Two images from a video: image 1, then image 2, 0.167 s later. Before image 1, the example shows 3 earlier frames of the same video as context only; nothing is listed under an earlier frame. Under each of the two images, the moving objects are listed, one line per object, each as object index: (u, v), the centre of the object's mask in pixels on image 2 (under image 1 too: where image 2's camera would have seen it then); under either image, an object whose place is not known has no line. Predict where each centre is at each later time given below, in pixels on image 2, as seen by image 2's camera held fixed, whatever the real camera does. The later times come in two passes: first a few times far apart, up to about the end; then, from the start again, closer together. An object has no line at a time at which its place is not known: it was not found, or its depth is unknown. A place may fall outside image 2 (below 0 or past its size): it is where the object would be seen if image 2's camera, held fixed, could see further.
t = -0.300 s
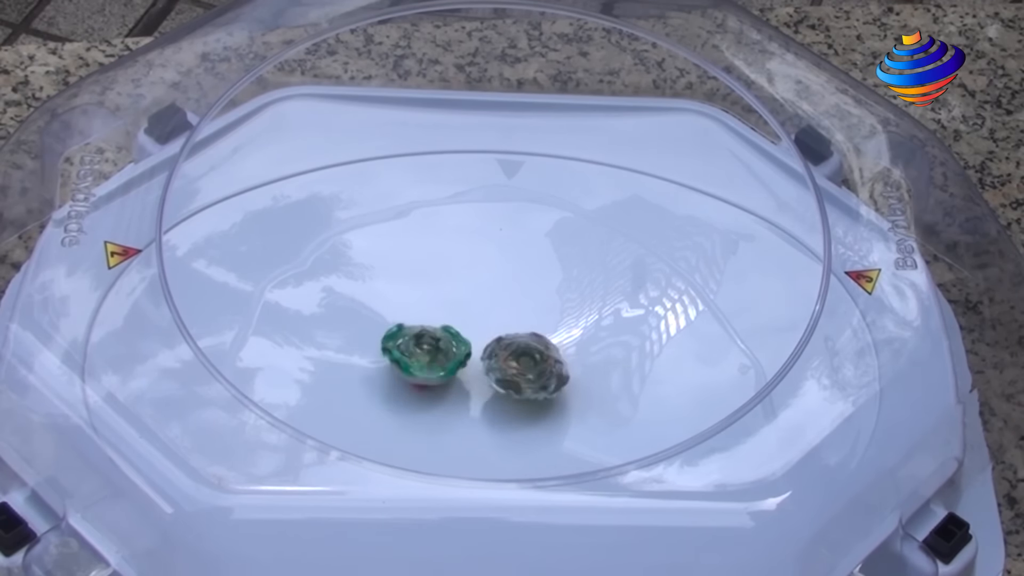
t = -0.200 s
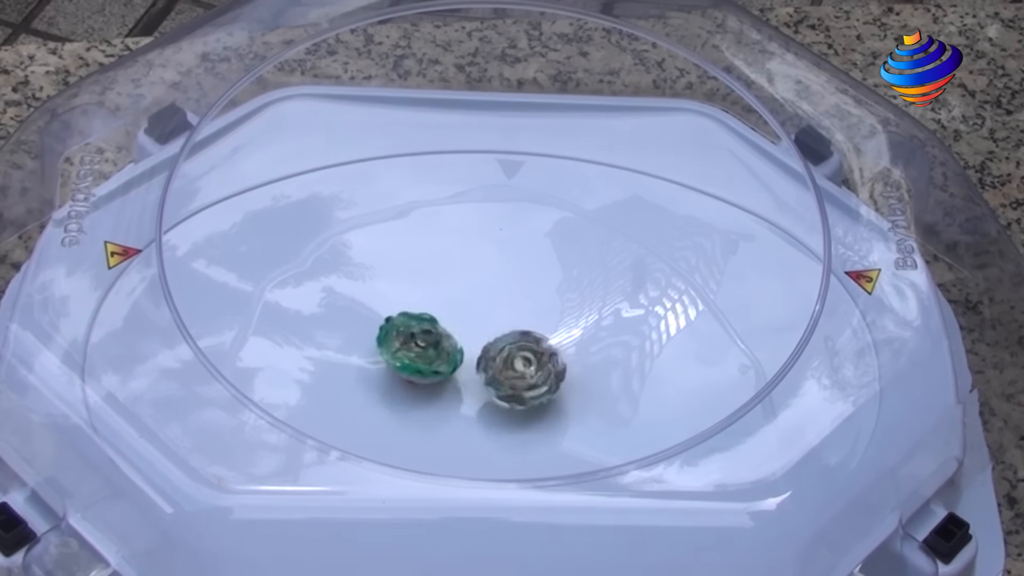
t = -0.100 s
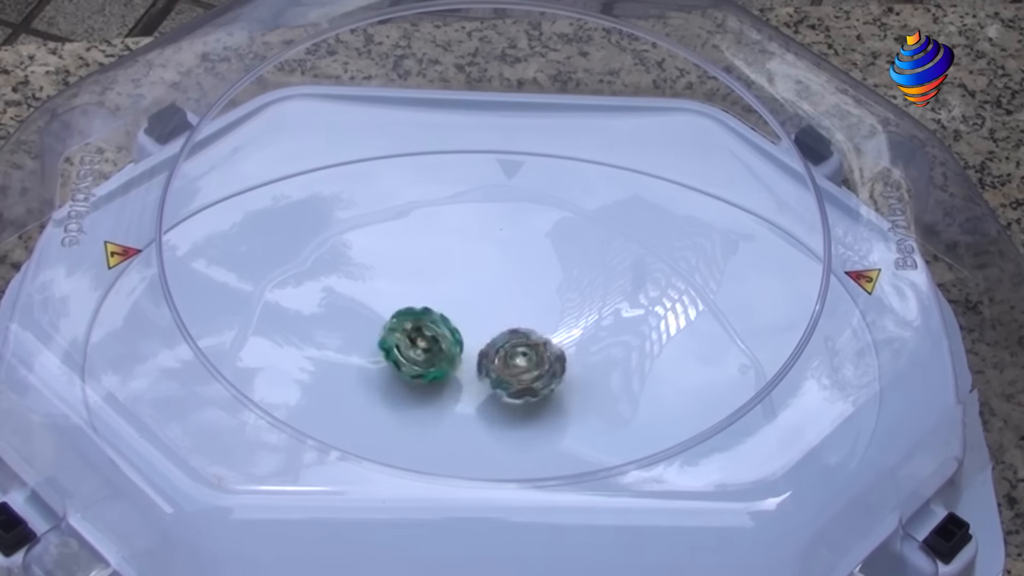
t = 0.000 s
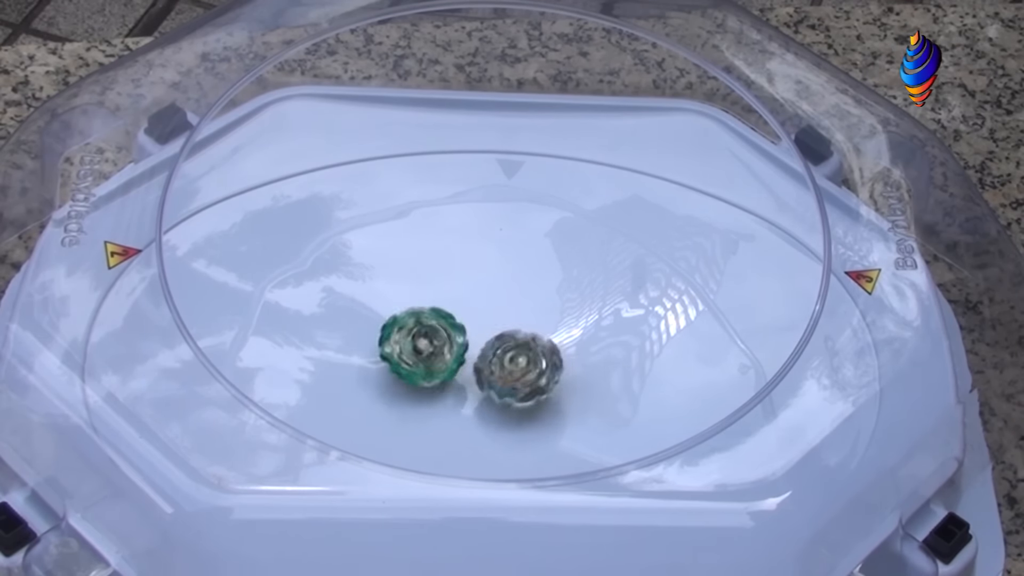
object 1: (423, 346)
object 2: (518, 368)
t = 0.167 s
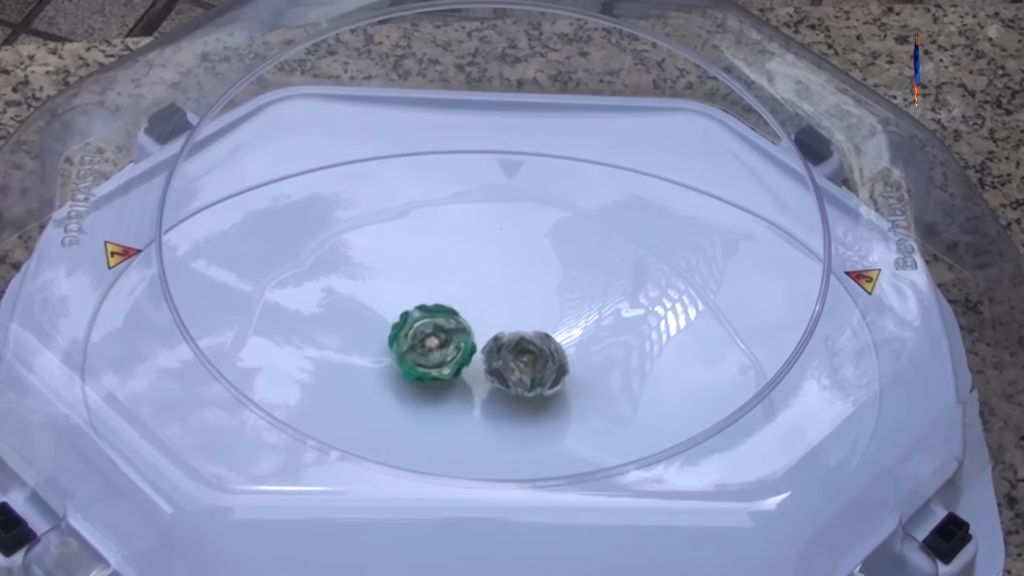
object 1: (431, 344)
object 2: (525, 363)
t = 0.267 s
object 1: (434, 346)
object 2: (519, 366)
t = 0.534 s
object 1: (426, 347)
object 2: (518, 365)
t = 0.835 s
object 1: (424, 339)
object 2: (517, 362)
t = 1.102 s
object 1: (435, 339)
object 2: (521, 370)
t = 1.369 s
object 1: (435, 339)
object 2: (517, 370)
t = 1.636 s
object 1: (435, 330)
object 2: (519, 375)
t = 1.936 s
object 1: (433, 332)
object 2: (511, 374)
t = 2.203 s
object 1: (436, 329)
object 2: (508, 376)
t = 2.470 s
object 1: (428, 332)
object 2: (505, 385)
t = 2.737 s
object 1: (429, 338)
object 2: (498, 383)
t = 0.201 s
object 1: (433, 344)
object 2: (524, 365)
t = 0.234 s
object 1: (433, 345)
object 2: (522, 366)
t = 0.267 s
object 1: (434, 346)
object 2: (519, 366)
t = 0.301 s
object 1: (435, 347)
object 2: (518, 363)
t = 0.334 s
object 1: (433, 347)
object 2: (520, 361)
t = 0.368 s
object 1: (433, 348)
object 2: (523, 361)
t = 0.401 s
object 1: (433, 348)
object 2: (526, 364)
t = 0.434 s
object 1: (433, 348)
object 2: (524, 366)
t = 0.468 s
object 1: (431, 349)
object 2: (521, 368)
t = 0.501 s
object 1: (430, 348)
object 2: (518, 366)
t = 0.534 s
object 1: (426, 347)
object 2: (518, 365)
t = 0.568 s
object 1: (423, 345)
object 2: (517, 365)
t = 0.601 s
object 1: (421, 344)
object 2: (516, 363)
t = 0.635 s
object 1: (420, 343)
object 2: (516, 362)
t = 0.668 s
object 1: (420, 341)
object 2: (516, 360)
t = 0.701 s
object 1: (421, 340)
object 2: (519, 360)
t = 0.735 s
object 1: (421, 340)
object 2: (520, 361)
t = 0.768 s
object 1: (422, 339)
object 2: (521, 362)
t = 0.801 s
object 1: (422, 339)
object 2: (518, 363)
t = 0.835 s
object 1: (424, 339)
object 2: (517, 362)
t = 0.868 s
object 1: (424, 340)
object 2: (517, 361)
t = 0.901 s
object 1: (427, 340)
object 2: (520, 361)
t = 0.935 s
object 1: (429, 340)
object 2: (521, 363)
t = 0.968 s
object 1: (431, 341)
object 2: (521, 364)
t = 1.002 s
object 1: (433, 341)
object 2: (518, 367)
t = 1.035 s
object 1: (432, 340)
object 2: (520, 368)
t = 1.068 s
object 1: (432, 339)
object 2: (521, 370)
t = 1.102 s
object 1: (435, 339)
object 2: (521, 370)
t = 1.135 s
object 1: (435, 339)
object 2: (522, 369)
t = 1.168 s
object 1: (435, 340)
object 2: (522, 370)
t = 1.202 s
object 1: (434, 340)
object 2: (521, 369)
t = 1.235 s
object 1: (435, 339)
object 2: (521, 369)
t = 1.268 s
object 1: (436, 339)
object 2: (520, 369)
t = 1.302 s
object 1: (437, 339)
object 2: (519, 370)
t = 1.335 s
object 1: (437, 339)
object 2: (517, 370)
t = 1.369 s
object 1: (435, 339)
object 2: (517, 370)
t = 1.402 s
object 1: (433, 337)
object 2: (518, 371)
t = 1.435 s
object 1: (434, 334)
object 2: (519, 373)
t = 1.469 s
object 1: (434, 332)
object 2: (518, 373)
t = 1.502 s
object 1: (434, 330)
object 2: (517, 373)
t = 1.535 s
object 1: (434, 329)
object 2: (518, 372)
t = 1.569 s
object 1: (435, 329)
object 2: (519, 373)
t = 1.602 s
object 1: (435, 330)
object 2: (520, 374)
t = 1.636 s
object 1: (435, 330)
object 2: (519, 375)
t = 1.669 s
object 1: (434, 331)
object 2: (517, 375)
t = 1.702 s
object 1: (435, 331)
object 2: (515, 374)
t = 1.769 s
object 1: (433, 330)
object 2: (515, 373)
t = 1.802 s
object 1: (434, 330)
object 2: (514, 375)
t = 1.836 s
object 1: (435, 331)
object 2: (510, 375)
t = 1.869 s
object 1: (434, 332)
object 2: (510, 374)
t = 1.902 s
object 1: (433, 332)
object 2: (510, 374)
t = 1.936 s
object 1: (433, 332)
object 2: (511, 374)
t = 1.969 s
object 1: (434, 331)
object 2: (512, 374)
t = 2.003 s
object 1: (436, 331)
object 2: (511, 373)
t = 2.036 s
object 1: (437, 331)
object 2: (512, 373)
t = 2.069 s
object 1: (437, 331)
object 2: (510, 373)
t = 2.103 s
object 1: (435, 331)
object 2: (512, 374)
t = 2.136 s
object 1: (436, 330)
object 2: (512, 376)
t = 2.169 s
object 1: (436, 329)
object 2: (511, 376)
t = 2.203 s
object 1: (436, 329)
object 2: (508, 376)
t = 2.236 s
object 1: (436, 330)
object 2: (506, 375)
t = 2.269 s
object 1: (437, 332)
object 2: (507, 376)
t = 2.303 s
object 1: (435, 334)
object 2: (505, 376)
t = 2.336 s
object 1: (433, 334)
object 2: (505, 379)
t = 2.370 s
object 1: (432, 334)
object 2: (505, 382)
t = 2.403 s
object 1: (430, 334)
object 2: (507, 383)
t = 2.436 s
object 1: (429, 333)
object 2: (506, 385)
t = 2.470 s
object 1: (428, 332)
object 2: (505, 385)
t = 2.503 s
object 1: (428, 333)
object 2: (505, 386)
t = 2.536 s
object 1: (427, 335)
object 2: (503, 387)
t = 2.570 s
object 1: (426, 336)
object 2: (504, 386)
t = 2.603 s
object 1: (426, 337)
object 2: (504, 385)
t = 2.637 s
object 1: (427, 338)
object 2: (503, 385)
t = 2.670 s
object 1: (427, 339)
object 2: (501, 385)
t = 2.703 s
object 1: (428, 338)
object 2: (498, 384)
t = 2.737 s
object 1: (429, 338)
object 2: (498, 383)
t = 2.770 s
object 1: (427, 337)
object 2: (498, 383)
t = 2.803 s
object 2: (496, 382)
